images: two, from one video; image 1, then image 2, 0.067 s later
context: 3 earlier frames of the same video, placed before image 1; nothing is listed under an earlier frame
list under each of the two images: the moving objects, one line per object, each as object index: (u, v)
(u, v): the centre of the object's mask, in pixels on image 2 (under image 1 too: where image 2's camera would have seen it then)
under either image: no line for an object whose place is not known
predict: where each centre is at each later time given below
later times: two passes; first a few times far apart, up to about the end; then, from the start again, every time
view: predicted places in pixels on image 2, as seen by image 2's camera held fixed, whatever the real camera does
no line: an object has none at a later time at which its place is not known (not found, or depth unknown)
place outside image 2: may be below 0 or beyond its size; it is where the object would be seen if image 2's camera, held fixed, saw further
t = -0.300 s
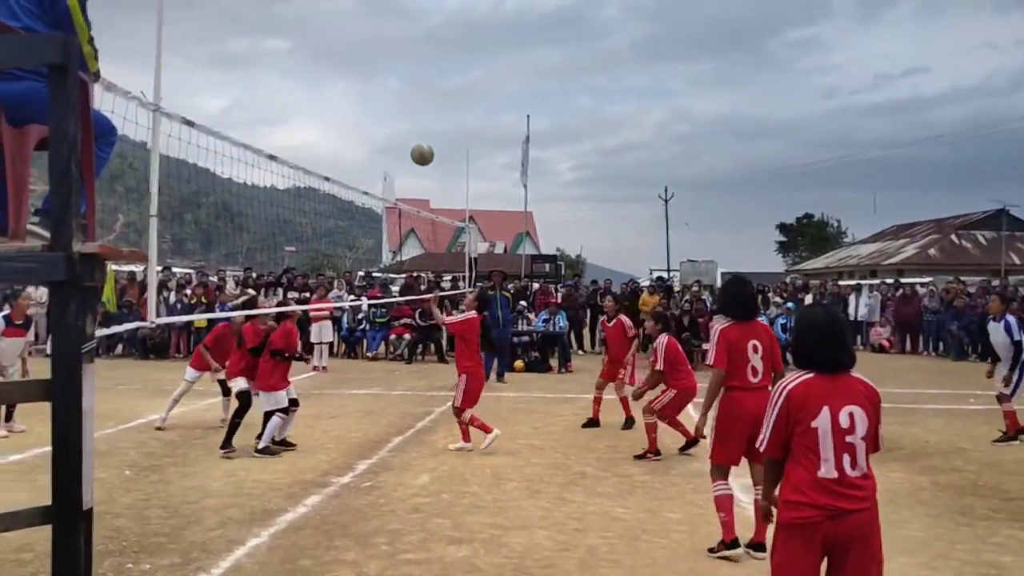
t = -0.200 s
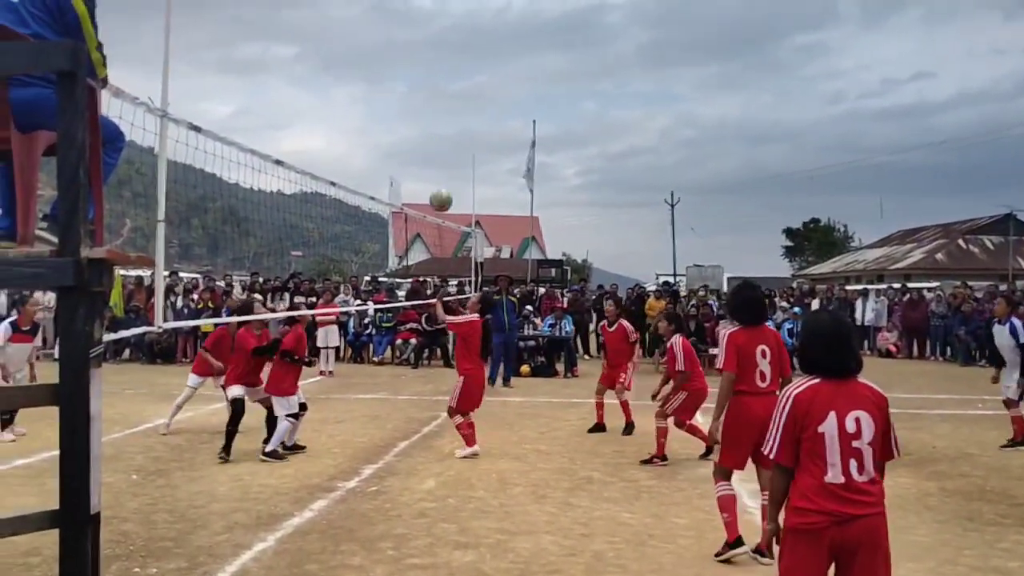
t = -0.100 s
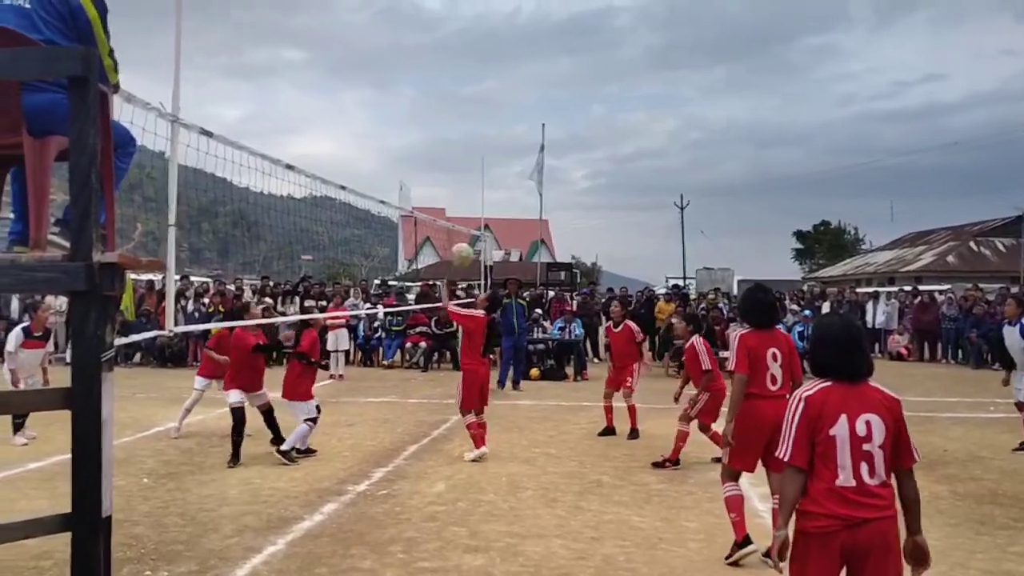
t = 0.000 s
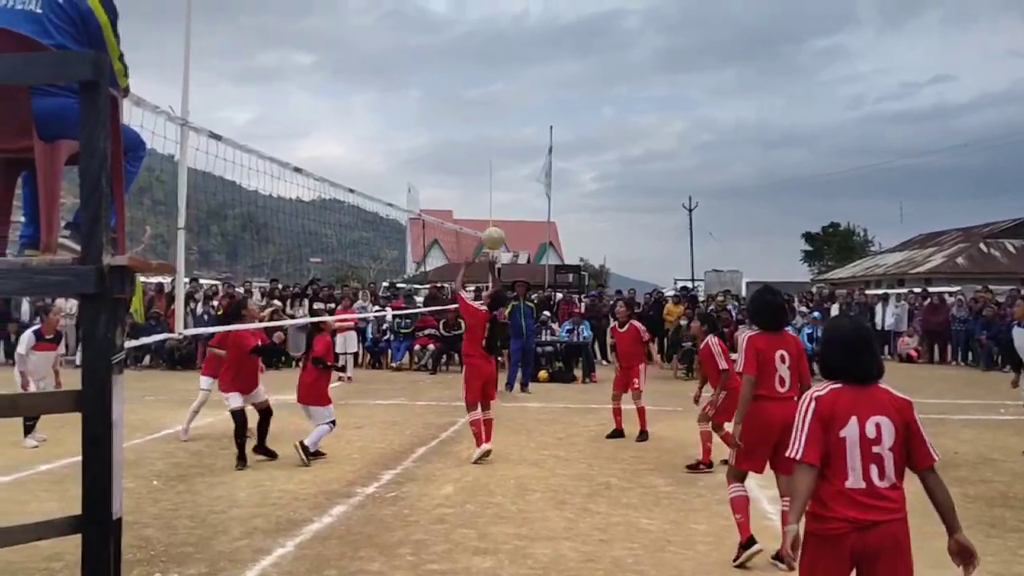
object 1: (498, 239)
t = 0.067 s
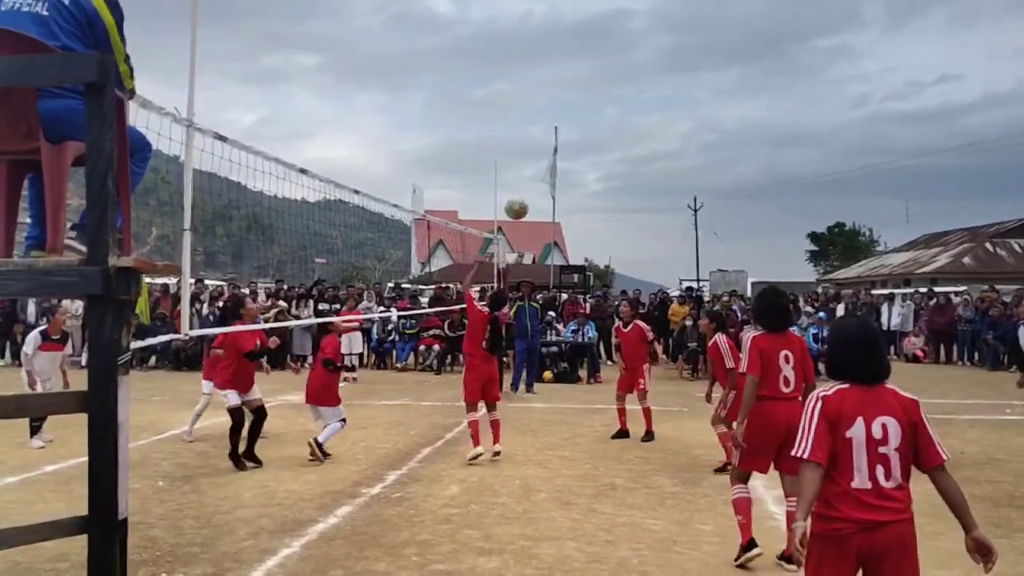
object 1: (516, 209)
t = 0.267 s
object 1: (570, 146)
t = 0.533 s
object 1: (640, 128)
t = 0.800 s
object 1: (708, 187)
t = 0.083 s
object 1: (520, 202)
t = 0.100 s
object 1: (525, 196)
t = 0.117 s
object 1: (530, 189)
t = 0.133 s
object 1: (534, 183)
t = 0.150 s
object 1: (538, 178)
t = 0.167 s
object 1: (542, 172)
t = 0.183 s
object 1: (547, 167)
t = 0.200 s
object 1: (552, 162)
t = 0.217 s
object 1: (556, 158)
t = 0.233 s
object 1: (561, 153)
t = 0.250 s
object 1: (565, 150)
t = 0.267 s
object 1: (570, 146)
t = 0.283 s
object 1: (574, 143)
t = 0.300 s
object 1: (579, 140)
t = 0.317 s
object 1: (583, 137)
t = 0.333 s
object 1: (588, 134)
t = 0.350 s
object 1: (592, 132)
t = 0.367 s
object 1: (596, 130)
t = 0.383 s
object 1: (601, 129)
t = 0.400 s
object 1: (605, 127)
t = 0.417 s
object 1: (609, 126)
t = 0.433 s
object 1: (614, 125)
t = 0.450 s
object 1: (618, 125)
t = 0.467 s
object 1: (623, 125)
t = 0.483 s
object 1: (627, 125)
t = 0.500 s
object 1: (631, 126)
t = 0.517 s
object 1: (636, 126)
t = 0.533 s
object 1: (640, 128)
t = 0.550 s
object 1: (644, 129)
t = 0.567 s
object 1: (649, 131)
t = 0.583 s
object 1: (653, 133)
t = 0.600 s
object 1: (657, 135)
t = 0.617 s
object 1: (662, 137)
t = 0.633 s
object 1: (666, 140)
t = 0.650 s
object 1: (670, 144)
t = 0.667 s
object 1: (675, 147)
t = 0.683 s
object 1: (679, 151)
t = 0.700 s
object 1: (683, 155)
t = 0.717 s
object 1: (687, 160)
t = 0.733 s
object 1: (691, 165)
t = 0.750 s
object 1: (696, 170)
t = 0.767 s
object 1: (700, 176)
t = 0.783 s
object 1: (704, 181)
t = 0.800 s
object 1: (708, 187)
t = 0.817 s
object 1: (712, 193)
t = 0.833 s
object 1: (717, 199)
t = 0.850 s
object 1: (721, 206)
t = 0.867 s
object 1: (725, 214)
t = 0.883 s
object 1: (729, 220)
